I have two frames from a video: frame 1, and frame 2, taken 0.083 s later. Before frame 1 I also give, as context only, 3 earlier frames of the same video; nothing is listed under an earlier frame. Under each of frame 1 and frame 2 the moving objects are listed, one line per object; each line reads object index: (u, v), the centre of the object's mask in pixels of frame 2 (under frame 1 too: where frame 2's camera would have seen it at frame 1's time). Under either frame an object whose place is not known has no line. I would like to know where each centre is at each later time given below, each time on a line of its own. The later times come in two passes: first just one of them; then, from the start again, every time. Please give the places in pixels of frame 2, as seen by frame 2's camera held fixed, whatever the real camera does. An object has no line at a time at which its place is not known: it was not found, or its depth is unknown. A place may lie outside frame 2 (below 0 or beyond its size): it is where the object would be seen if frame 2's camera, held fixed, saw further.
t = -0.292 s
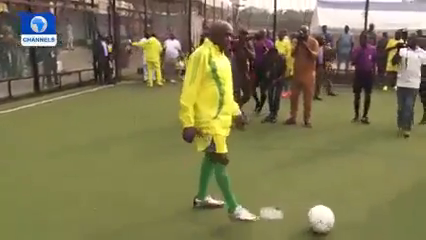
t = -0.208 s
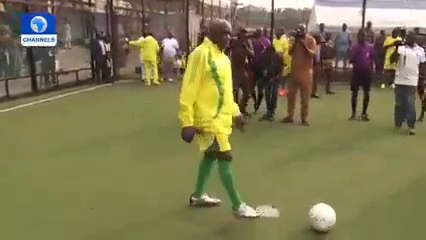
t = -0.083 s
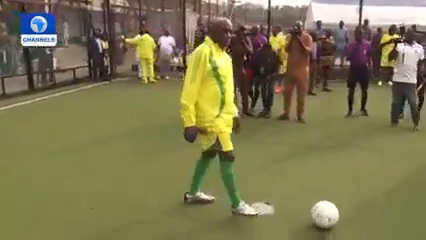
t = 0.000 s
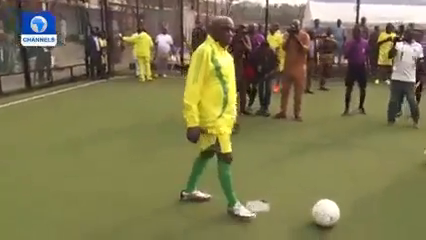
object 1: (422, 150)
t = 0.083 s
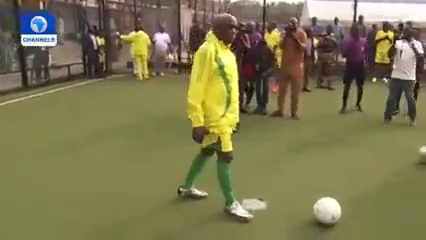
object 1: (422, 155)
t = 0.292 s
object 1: (412, 159)
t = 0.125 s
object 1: (421, 156)
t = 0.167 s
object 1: (420, 156)
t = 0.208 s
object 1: (419, 157)
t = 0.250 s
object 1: (415, 158)
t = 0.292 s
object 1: (412, 159)
